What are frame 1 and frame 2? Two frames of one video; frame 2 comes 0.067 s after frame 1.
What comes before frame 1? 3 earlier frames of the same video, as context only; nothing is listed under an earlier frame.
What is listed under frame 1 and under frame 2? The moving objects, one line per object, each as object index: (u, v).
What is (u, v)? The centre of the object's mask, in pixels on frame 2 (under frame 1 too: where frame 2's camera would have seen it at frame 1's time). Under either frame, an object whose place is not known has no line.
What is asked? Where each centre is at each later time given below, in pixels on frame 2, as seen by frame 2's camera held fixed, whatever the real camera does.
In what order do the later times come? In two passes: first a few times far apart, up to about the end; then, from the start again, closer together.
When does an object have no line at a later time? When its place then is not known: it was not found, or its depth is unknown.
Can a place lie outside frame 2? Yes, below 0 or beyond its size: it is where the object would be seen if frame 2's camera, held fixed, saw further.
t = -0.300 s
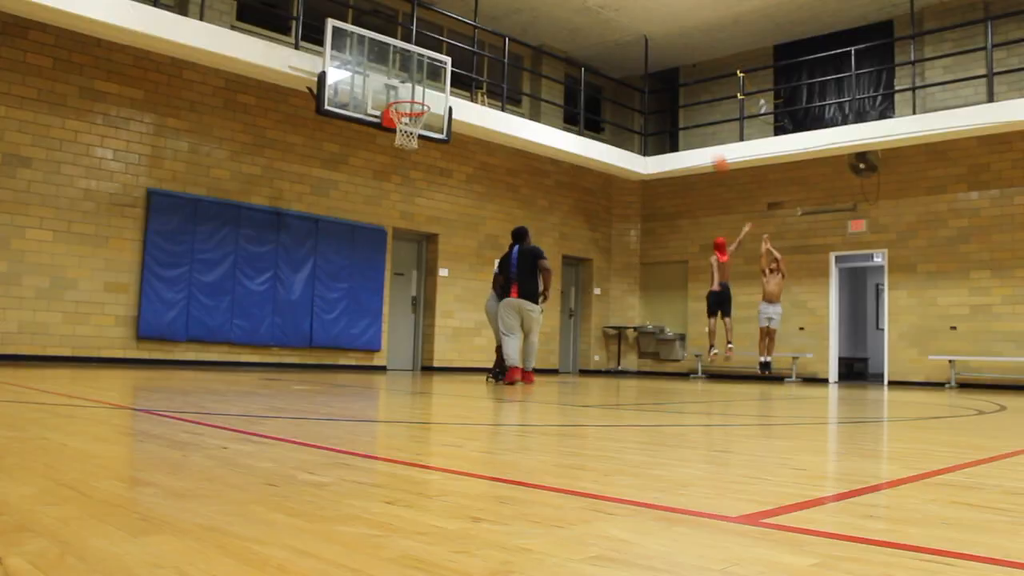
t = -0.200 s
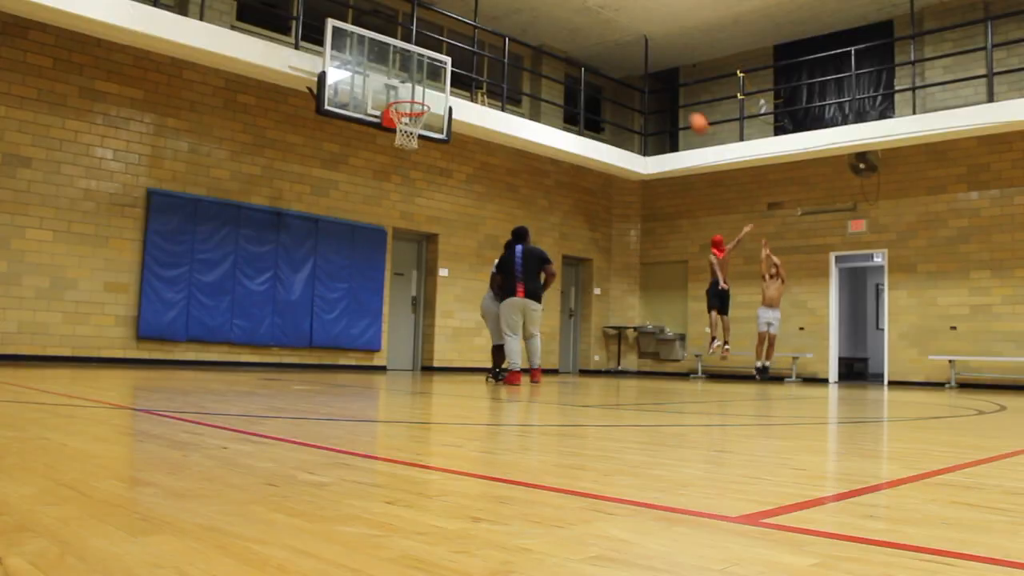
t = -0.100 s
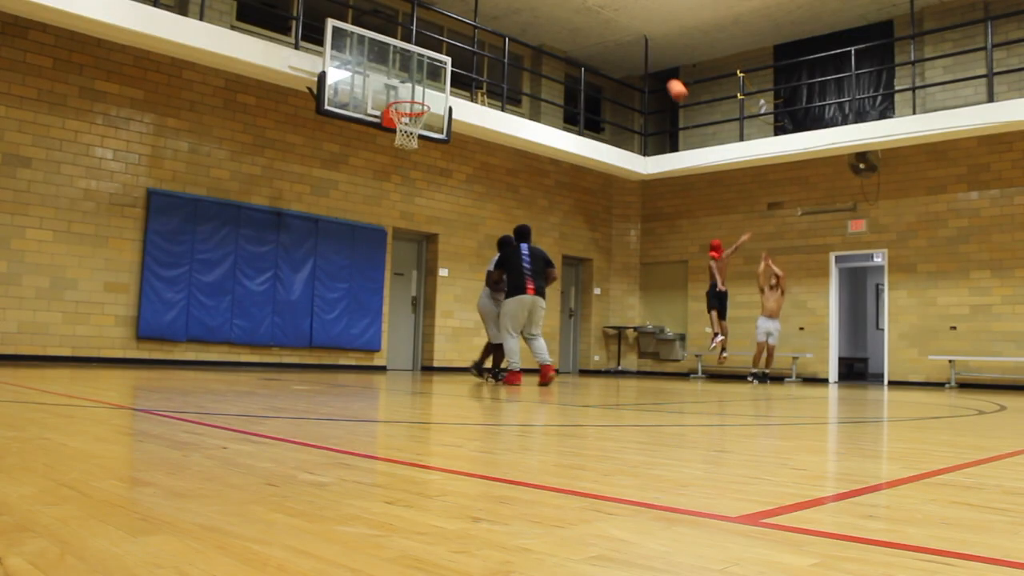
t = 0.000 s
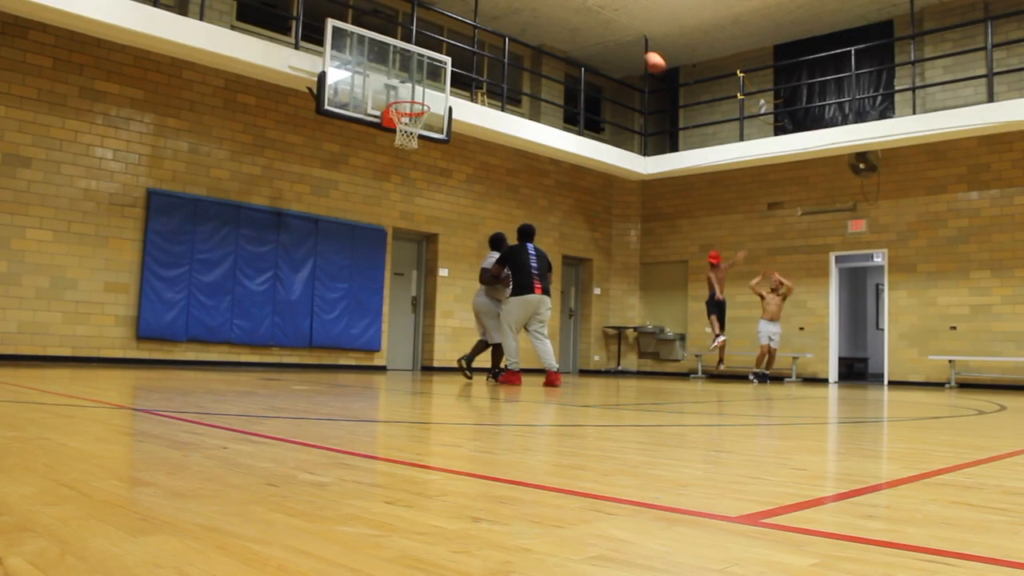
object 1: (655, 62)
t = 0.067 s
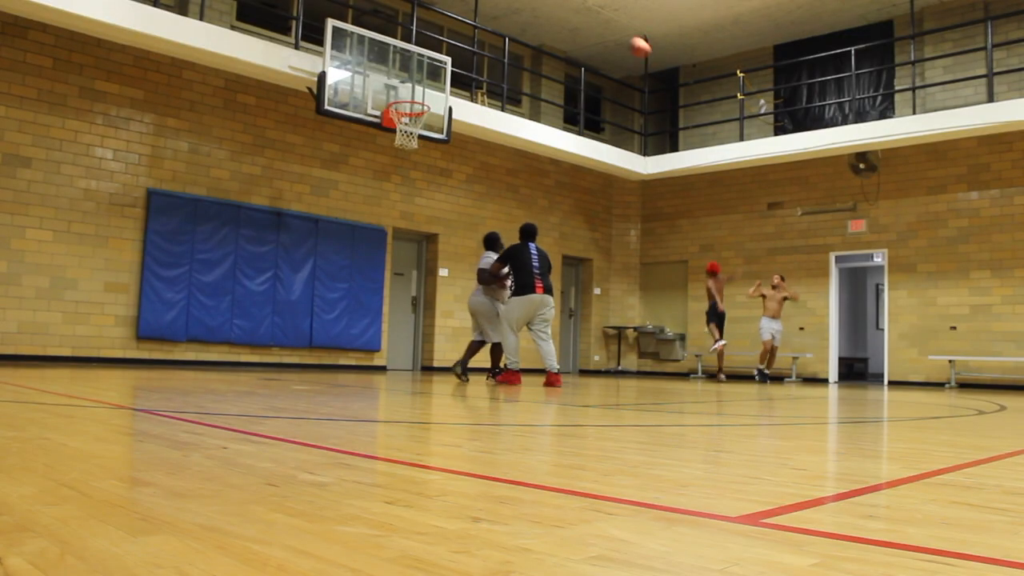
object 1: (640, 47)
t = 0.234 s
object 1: (600, 21)
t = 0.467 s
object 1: (538, 15)
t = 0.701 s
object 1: (468, 50)
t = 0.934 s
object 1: (395, 120)
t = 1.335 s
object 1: (391, 150)
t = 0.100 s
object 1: (632, 40)
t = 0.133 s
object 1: (624, 35)
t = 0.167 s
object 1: (616, 30)
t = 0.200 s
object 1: (608, 25)
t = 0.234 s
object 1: (600, 21)
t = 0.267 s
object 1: (591, 18)
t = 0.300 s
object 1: (582, 16)
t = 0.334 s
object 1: (574, 14)
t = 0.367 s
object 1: (565, 13)
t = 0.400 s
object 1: (556, 13)
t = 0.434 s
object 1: (547, 13)
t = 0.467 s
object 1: (538, 15)
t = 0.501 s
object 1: (529, 17)
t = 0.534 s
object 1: (519, 20)
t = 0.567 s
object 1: (510, 24)
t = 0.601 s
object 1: (500, 30)
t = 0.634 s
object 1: (489, 36)
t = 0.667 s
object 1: (480, 41)
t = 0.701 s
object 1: (468, 50)
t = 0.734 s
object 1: (460, 58)
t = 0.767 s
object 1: (448, 69)
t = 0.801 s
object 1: (435, 79)
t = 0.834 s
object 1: (425, 90)
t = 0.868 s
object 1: (412, 108)
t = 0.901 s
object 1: (402, 118)
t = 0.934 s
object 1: (395, 120)
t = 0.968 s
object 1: (393, 119)
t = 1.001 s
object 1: (392, 119)
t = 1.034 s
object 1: (392, 121)
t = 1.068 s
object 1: (391, 122)
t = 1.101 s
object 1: (391, 122)
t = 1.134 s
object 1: (390, 122)
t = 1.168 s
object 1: (389, 126)
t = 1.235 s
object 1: (391, 133)
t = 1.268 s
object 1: (390, 139)
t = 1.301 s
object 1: (392, 143)
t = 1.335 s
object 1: (391, 150)
